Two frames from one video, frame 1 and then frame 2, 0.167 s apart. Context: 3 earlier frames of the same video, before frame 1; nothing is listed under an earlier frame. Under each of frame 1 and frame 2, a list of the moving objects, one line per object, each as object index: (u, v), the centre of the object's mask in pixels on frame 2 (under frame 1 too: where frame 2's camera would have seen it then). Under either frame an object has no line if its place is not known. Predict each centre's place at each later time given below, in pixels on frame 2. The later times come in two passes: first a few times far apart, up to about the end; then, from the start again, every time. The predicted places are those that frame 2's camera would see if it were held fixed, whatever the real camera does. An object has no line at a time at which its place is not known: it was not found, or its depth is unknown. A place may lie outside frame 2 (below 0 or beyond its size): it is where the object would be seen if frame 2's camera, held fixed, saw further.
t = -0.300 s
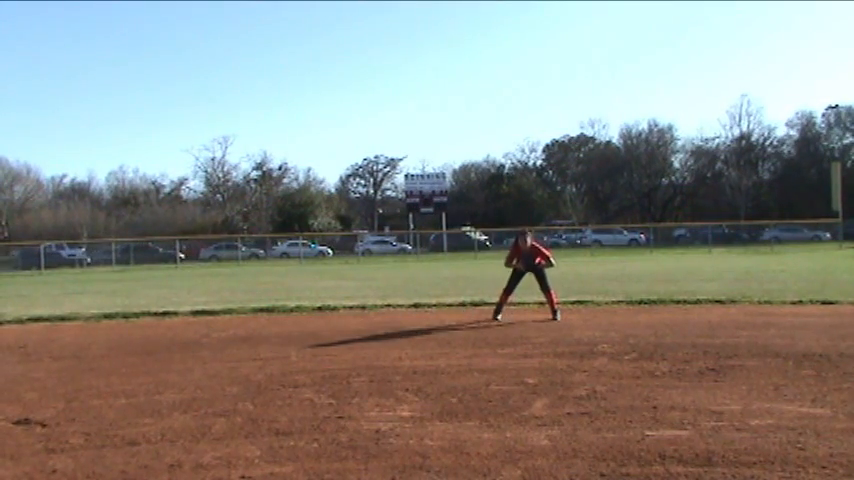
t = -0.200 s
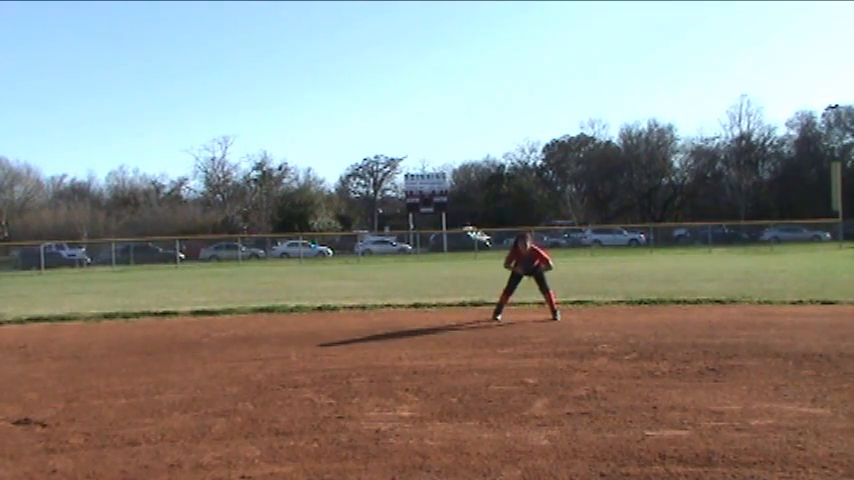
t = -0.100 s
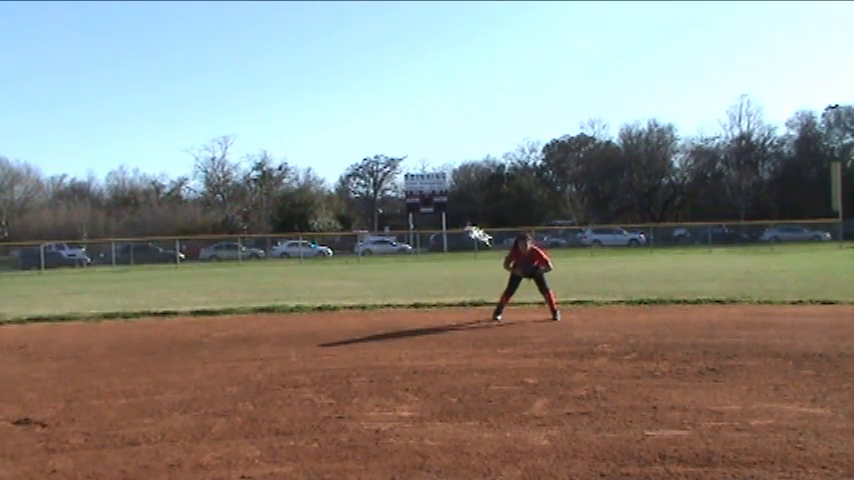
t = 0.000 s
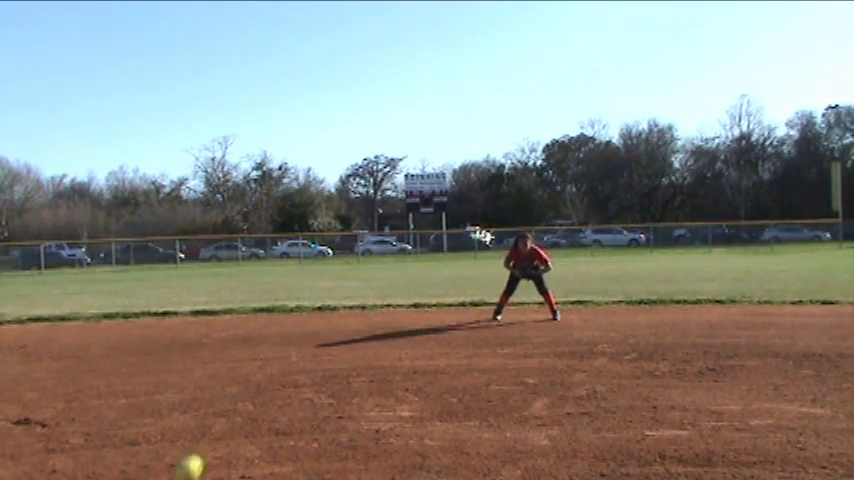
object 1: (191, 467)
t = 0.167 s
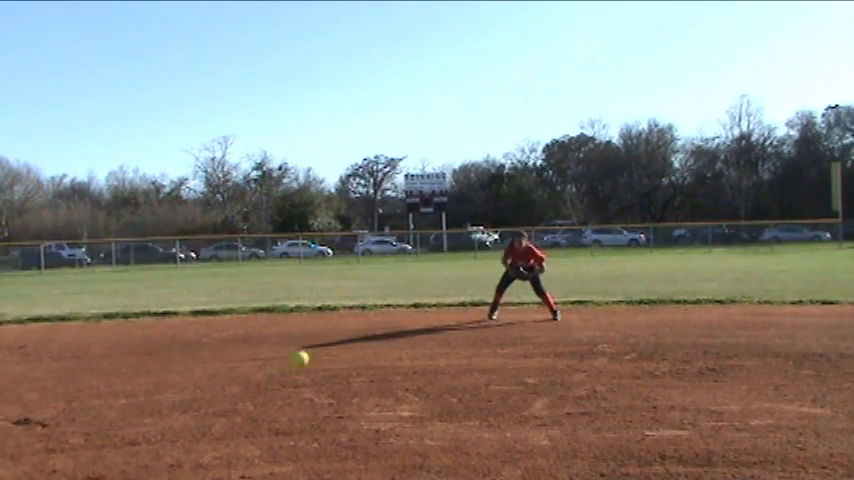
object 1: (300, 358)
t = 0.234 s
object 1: (327, 345)
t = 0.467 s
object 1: (390, 356)
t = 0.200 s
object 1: (314, 350)
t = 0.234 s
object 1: (327, 345)
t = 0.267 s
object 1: (338, 343)
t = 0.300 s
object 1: (349, 341)
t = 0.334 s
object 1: (359, 342)
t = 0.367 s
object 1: (370, 343)
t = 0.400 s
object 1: (376, 346)
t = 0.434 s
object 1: (385, 349)
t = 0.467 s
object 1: (390, 356)
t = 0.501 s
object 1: (397, 346)
